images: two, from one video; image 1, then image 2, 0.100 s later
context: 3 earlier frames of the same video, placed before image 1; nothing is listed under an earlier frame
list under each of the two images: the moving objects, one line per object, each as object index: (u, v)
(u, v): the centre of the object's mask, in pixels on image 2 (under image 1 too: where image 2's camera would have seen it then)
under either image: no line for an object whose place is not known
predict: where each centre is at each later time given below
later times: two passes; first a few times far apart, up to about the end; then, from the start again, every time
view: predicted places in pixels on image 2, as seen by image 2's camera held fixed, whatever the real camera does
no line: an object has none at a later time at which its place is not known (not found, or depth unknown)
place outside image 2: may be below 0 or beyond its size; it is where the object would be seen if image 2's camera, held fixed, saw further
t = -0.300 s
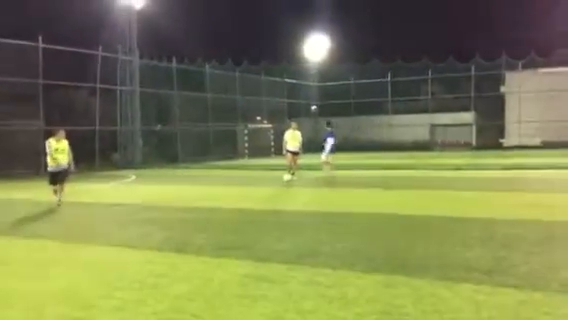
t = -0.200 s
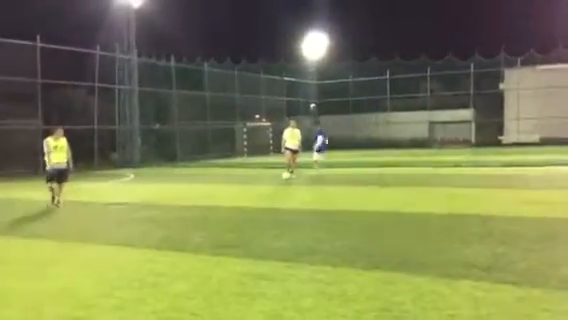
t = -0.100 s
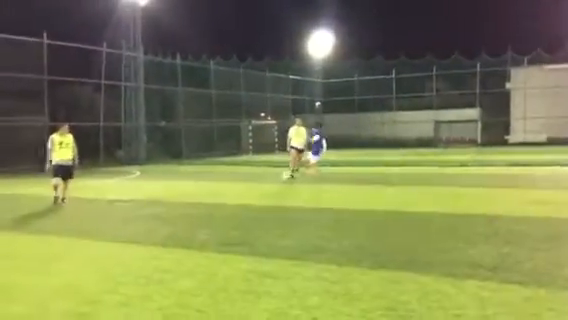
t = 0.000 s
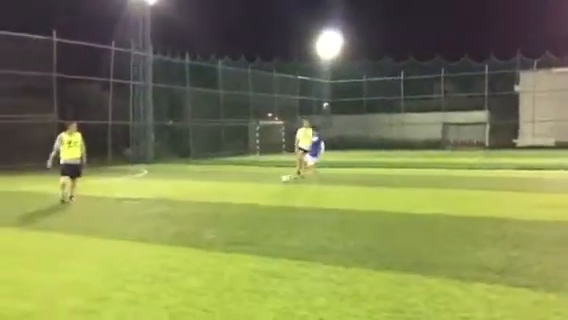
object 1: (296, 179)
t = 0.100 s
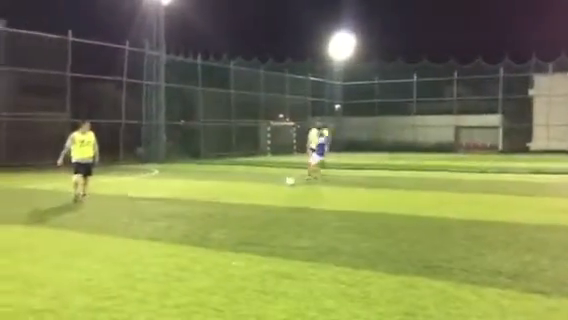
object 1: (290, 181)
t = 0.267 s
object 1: (278, 184)
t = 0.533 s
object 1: (262, 189)
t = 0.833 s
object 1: (243, 195)
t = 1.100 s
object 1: (224, 201)
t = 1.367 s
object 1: (202, 207)
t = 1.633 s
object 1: (176, 214)
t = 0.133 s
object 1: (286, 181)
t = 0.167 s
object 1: (284, 182)
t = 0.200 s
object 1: (282, 183)
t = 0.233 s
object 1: (280, 184)
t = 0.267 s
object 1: (278, 184)
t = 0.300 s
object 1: (275, 185)
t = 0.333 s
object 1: (273, 186)
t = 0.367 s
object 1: (271, 187)
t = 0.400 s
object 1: (269, 187)
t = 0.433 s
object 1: (268, 187)
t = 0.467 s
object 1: (266, 188)
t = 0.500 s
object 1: (263, 188)
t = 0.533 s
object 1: (262, 189)
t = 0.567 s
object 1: (259, 189)
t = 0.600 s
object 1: (259, 189)
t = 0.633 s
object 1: (257, 190)
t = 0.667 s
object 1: (256, 189)
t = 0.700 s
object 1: (253, 193)
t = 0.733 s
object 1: (252, 194)
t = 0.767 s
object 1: (248, 194)
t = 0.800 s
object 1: (244, 194)
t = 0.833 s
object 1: (243, 195)
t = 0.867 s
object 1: (241, 197)
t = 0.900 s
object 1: (238, 198)
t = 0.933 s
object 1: (237, 197)
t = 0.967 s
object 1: (233, 199)
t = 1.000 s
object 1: (233, 199)
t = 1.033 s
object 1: (231, 199)
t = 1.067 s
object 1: (227, 200)
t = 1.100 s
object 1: (224, 201)
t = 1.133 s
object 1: (222, 202)
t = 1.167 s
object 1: (219, 202)
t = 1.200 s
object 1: (217, 202)
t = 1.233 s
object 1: (214, 203)
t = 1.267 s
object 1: (211, 204)
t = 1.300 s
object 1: (207, 205)
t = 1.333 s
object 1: (205, 205)
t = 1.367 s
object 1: (202, 207)
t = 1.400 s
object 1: (199, 207)
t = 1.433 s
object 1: (196, 208)
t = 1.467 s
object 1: (193, 209)
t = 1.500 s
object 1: (190, 210)
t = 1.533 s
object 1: (186, 210)
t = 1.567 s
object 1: (184, 211)
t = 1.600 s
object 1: (180, 213)
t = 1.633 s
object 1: (176, 214)
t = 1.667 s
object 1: (173, 215)
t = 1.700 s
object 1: (168, 215)
